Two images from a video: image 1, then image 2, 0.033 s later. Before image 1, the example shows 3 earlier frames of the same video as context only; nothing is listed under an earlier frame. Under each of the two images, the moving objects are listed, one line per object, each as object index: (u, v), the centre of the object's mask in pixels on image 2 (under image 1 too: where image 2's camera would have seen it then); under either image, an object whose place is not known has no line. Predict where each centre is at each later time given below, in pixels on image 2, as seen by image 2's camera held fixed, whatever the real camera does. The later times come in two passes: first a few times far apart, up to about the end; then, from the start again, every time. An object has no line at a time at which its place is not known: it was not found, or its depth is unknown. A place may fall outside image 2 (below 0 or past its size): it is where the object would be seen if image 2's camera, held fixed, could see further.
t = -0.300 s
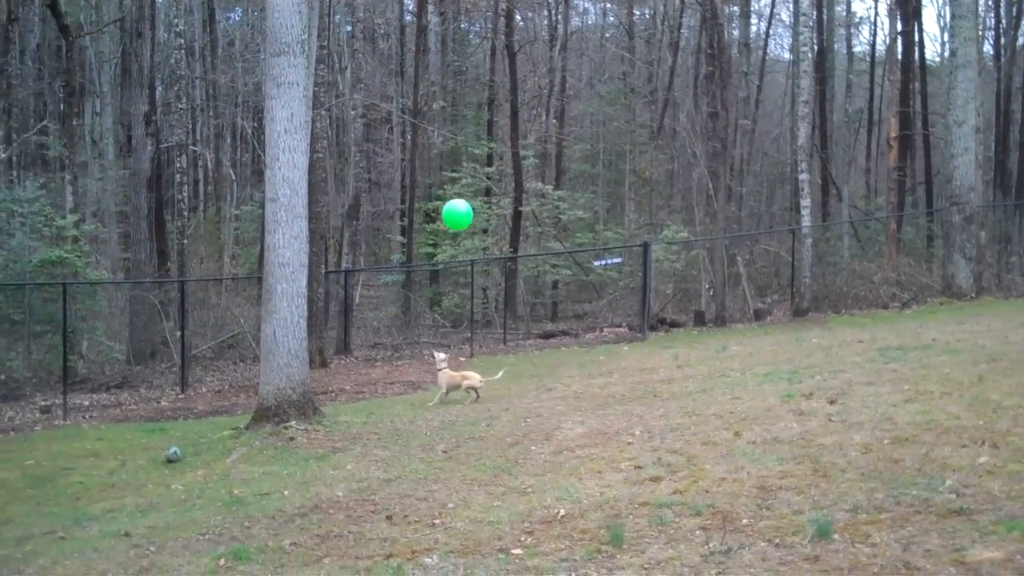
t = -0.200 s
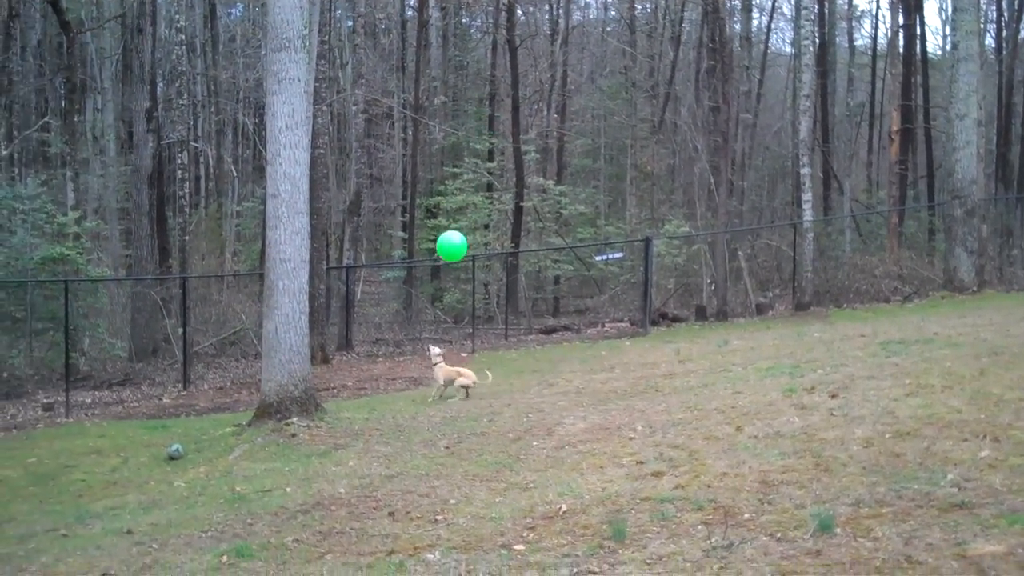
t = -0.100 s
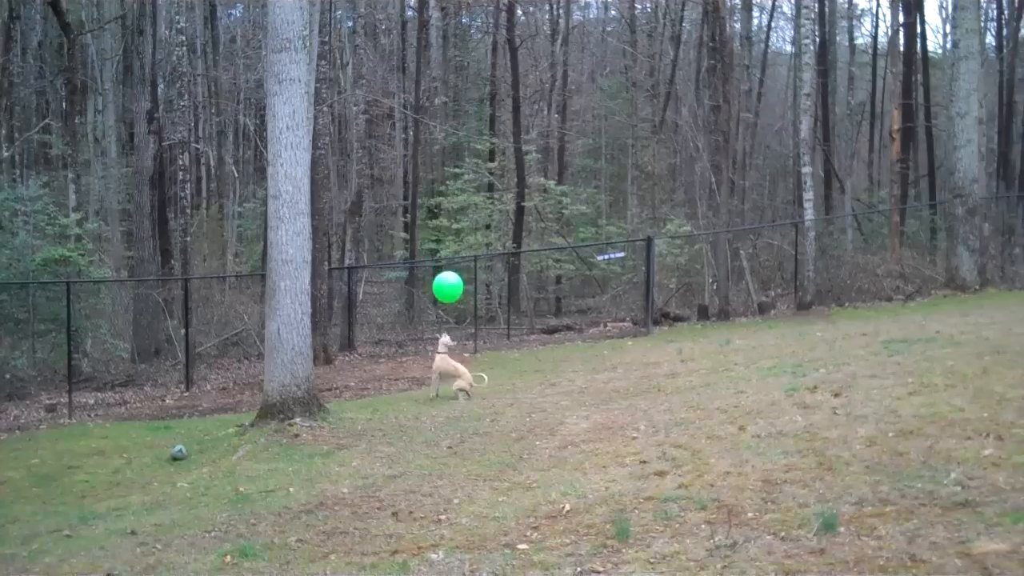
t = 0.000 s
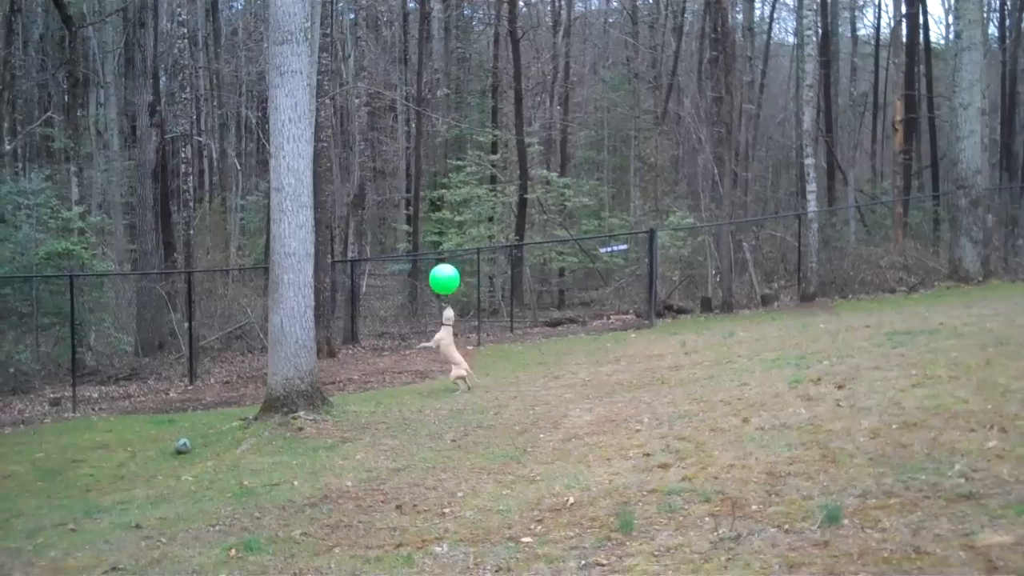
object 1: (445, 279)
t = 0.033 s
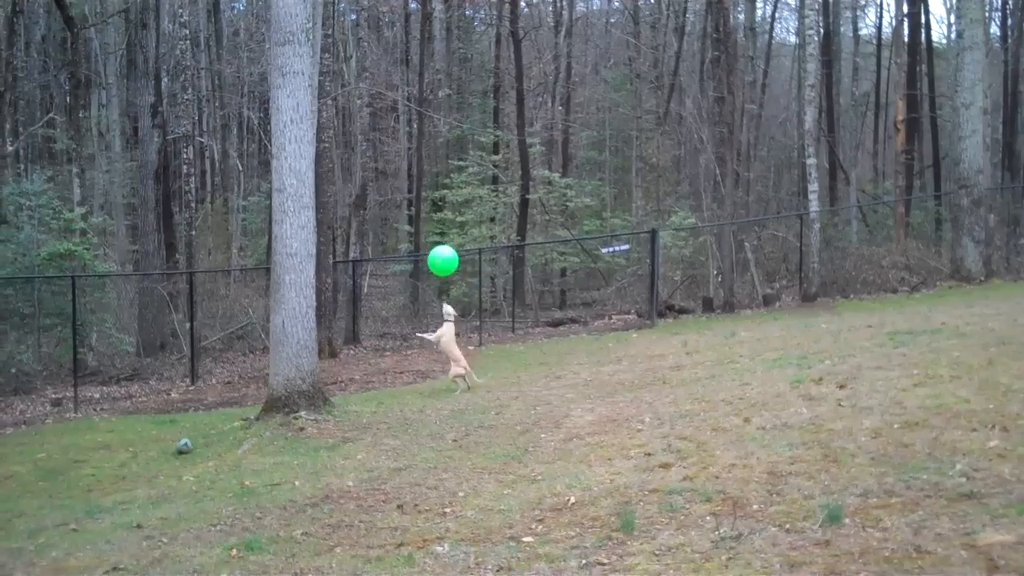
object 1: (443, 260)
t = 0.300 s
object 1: (423, 136)
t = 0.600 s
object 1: (411, 66)
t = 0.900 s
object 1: (407, 58)
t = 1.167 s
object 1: (404, 107)
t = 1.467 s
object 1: (404, 231)
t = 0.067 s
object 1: (440, 242)
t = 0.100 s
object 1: (437, 225)
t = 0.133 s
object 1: (435, 207)
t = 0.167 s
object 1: (432, 193)
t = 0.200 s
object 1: (430, 177)
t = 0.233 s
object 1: (427, 162)
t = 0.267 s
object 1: (425, 150)
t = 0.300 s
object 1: (423, 136)
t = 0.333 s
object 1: (420, 126)
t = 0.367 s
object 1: (419, 116)
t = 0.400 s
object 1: (418, 105)
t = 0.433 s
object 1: (415, 97)
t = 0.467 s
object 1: (415, 88)
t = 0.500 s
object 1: (414, 82)
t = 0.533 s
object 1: (413, 75)
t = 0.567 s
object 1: (412, 69)
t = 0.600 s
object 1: (411, 66)
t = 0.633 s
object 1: (411, 61)
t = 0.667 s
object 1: (410, 59)
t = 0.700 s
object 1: (410, 55)
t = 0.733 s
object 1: (409, 54)
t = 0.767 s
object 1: (409, 52)
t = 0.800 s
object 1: (409, 53)
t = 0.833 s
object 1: (408, 54)
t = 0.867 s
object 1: (409, 54)
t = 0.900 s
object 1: (407, 58)
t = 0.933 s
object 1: (407, 59)
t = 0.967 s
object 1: (407, 64)
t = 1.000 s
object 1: (407, 67)
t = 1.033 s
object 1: (405, 73)
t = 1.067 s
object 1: (405, 80)
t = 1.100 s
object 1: (405, 87)
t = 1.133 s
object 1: (404, 97)
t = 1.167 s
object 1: (404, 107)
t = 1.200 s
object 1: (404, 117)
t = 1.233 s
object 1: (403, 128)
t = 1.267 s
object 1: (403, 141)
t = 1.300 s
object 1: (403, 155)
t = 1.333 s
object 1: (403, 169)
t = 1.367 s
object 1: (404, 184)
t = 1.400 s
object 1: (404, 198)
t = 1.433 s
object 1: (404, 214)
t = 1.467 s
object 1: (404, 231)
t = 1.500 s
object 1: (404, 247)
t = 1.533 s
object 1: (404, 265)
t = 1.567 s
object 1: (404, 283)
